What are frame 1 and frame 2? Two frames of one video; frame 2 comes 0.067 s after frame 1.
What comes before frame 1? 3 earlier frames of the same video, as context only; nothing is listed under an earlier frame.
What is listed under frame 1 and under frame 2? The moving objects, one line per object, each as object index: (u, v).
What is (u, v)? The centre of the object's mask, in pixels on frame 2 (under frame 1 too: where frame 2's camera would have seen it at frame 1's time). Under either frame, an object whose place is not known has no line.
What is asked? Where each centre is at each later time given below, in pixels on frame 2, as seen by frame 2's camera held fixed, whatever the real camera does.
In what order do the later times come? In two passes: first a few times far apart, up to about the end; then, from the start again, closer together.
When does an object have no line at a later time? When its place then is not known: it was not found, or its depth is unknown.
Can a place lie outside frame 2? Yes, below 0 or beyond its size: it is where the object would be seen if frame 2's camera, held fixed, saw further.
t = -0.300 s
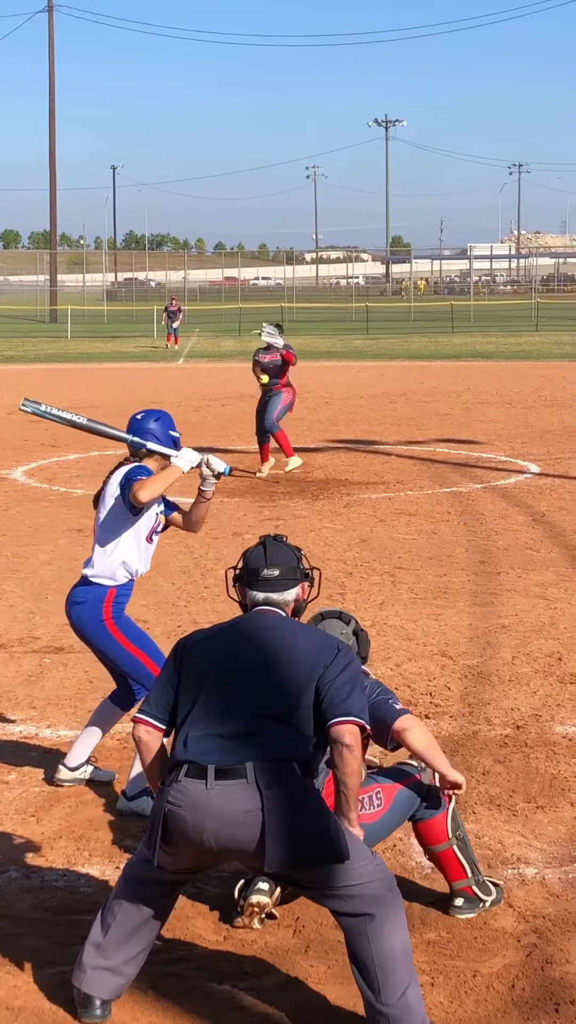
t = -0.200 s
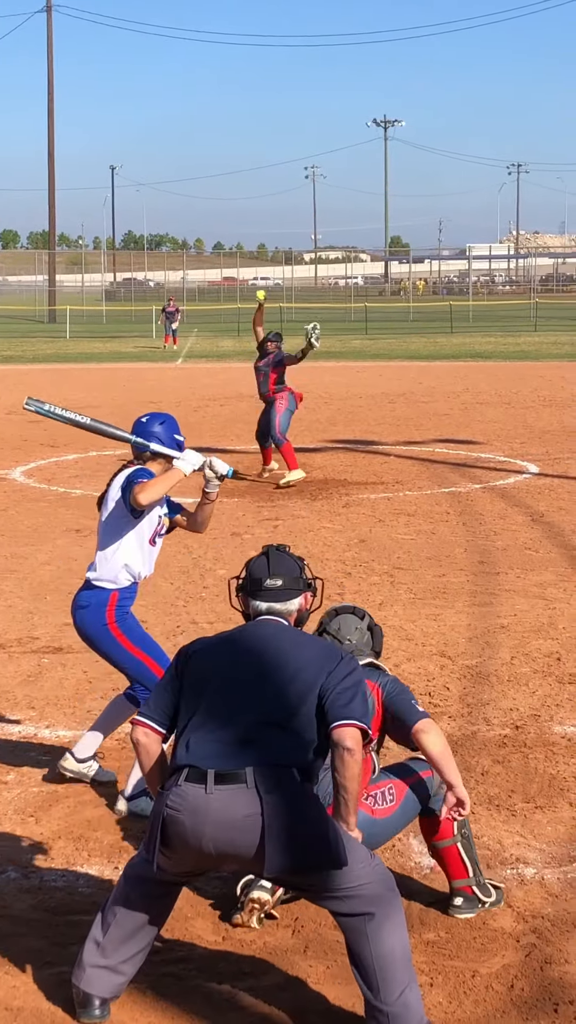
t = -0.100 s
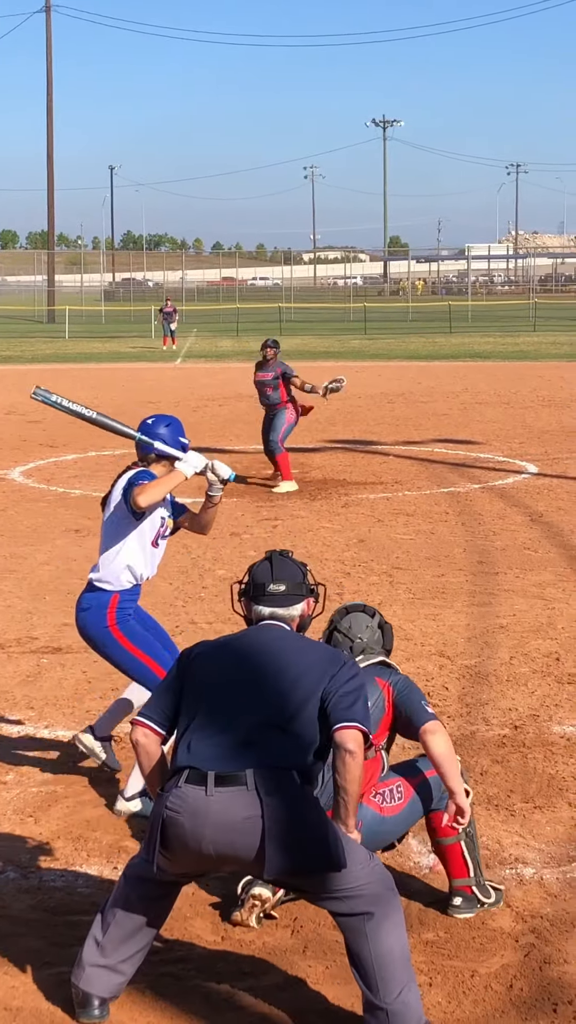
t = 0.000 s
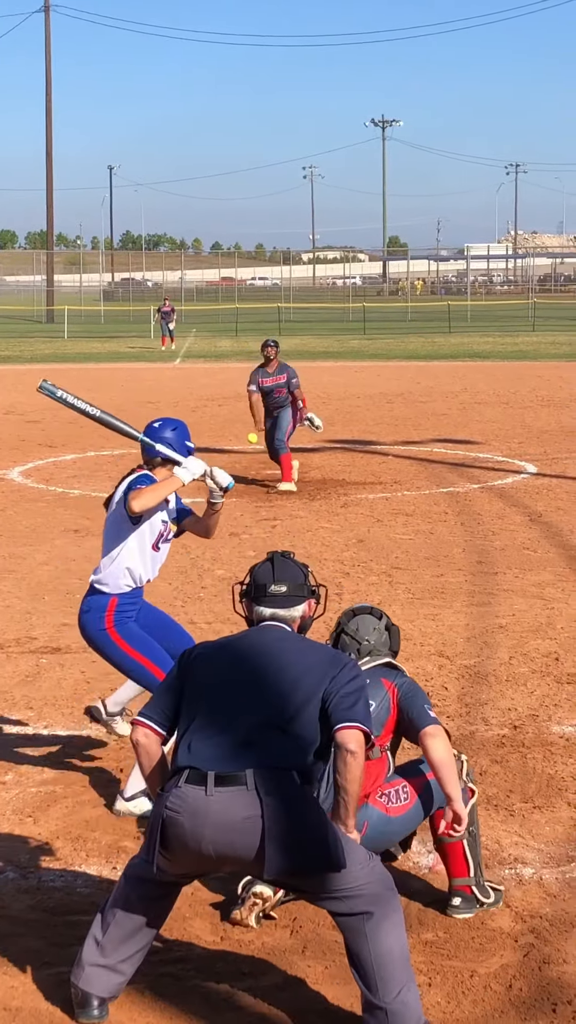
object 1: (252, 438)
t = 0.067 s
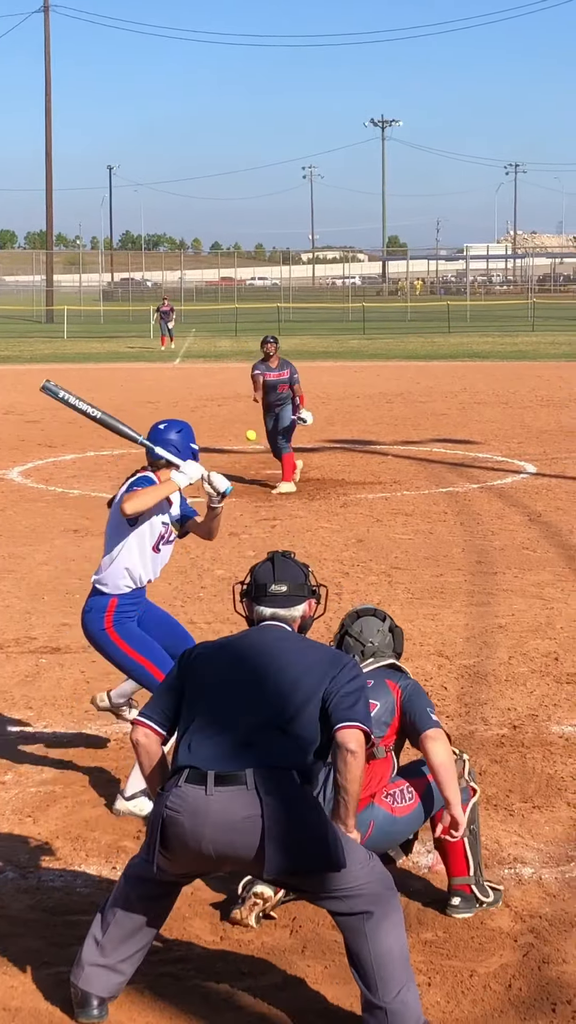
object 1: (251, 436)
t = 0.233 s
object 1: (251, 447)
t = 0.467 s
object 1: (265, 544)
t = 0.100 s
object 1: (251, 435)
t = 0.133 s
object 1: (251, 436)
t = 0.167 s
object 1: (251, 438)
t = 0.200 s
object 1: (251, 442)
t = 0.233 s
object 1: (251, 447)
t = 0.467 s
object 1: (265, 544)
